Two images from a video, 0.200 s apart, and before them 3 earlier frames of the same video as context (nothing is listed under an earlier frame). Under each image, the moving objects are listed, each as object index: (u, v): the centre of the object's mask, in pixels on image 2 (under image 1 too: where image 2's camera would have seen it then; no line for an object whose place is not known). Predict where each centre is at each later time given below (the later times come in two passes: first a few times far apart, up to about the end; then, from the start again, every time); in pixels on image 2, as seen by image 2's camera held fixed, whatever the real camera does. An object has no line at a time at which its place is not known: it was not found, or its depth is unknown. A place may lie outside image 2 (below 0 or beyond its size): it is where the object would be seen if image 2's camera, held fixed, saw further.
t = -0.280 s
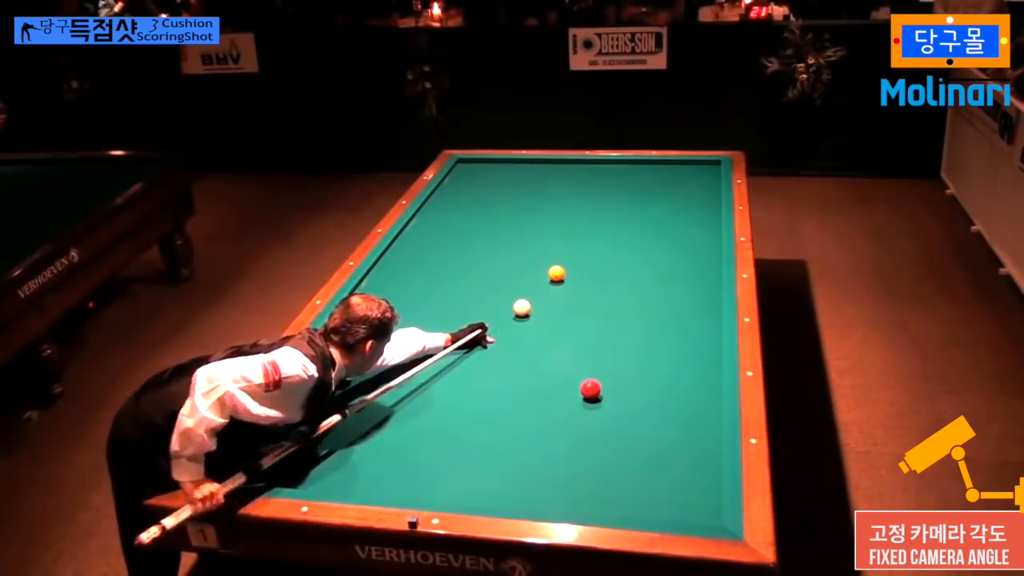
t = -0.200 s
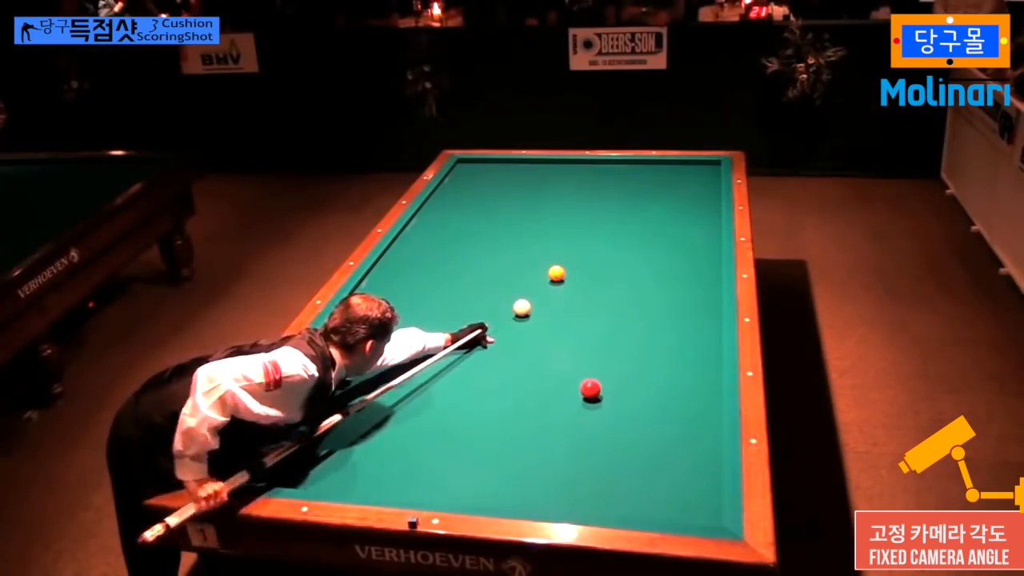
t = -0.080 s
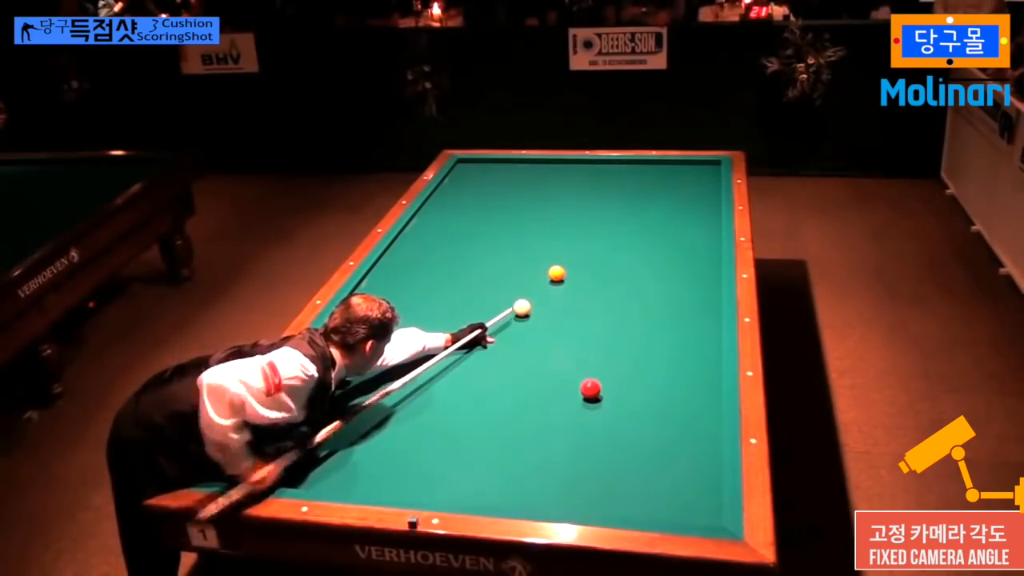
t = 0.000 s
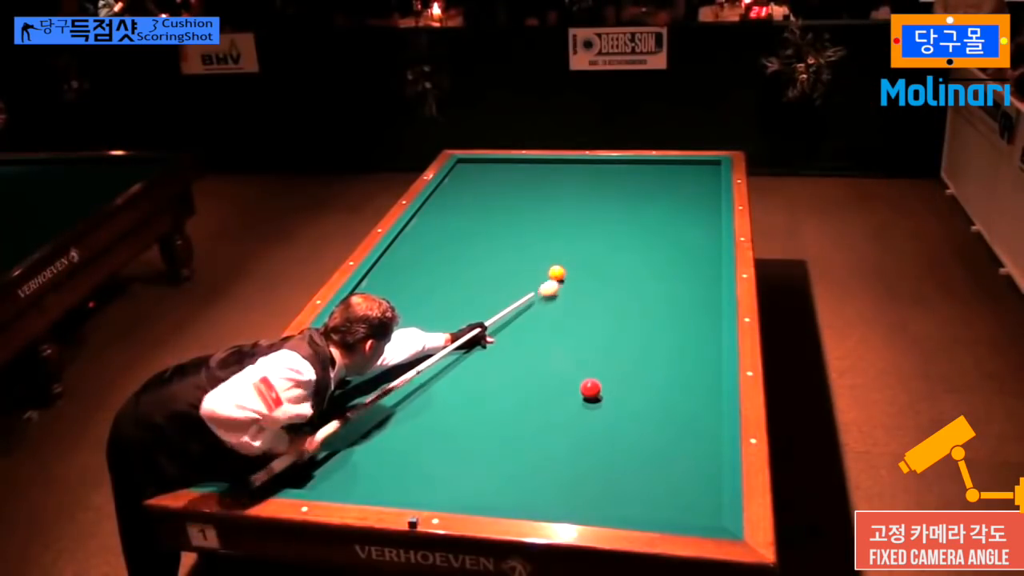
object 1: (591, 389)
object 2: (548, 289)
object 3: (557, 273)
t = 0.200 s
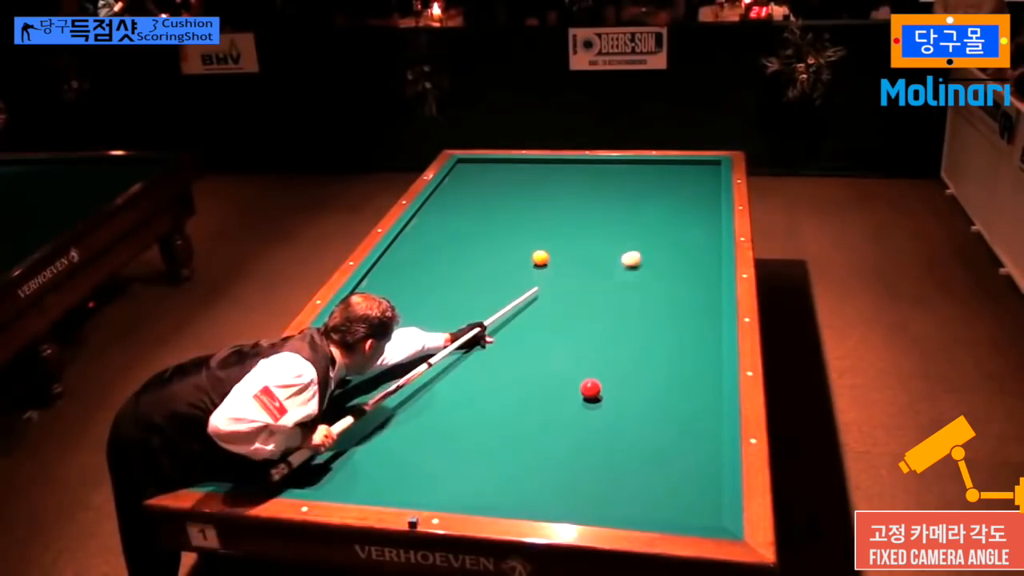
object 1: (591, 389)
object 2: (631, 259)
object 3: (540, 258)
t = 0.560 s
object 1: (591, 389)
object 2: (688, 215)
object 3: (514, 234)
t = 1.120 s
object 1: (591, 389)
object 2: (607, 162)
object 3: (481, 202)
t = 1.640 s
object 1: (591, 389)
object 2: (502, 191)
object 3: (457, 179)
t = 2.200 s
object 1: (591, 389)
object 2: (434, 223)
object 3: (478, 161)
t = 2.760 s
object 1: (591, 389)
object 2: (470, 262)
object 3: (494, 169)
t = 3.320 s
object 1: (590, 389)
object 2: (511, 310)
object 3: (509, 179)
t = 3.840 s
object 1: (591, 389)
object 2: (559, 363)
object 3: (523, 187)
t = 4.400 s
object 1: (638, 417)
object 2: (570, 403)
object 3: (537, 196)
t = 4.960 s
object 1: (705, 456)
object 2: (562, 434)
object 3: (551, 204)
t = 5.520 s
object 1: (673, 481)
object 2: (555, 466)
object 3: (564, 211)
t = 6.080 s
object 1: (634, 504)
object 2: (546, 494)
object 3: (576, 219)
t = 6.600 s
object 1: (607, 501)
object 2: (553, 497)
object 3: (586, 224)
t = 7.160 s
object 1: (588, 486)
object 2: (562, 486)
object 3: (596, 229)
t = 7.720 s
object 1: (591, 477)
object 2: (555, 478)
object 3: (604, 234)
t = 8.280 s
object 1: (593, 470)
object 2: (551, 473)
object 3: (610, 237)
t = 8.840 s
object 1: (594, 467)
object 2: (549, 471)
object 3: (614, 239)
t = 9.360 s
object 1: (593, 466)
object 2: (549, 471)
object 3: (616, 241)
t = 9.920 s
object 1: (593, 466)
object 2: (549, 471)
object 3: (616, 241)
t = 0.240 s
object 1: (591, 389)
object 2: (646, 254)
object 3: (537, 255)
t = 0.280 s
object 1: (590, 389)
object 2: (660, 250)
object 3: (534, 252)
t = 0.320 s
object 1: (591, 389)
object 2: (674, 245)
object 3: (531, 249)
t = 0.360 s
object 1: (591, 389)
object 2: (688, 240)
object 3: (528, 246)
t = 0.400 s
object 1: (591, 389)
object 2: (701, 236)
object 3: (525, 244)
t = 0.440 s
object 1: (591, 389)
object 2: (714, 231)
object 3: (523, 241)
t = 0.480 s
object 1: (591, 389)
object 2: (707, 226)
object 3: (520, 239)
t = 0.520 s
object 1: (591, 389)
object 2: (697, 220)
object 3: (517, 236)
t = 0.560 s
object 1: (591, 389)
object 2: (688, 215)
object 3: (514, 234)
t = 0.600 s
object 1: (591, 389)
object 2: (680, 210)
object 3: (512, 231)
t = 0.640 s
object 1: (591, 389)
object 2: (673, 206)
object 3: (509, 229)
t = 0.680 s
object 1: (591, 389)
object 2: (667, 201)
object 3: (507, 226)
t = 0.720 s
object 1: (590, 389)
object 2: (661, 197)
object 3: (504, 224)
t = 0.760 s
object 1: (590, 389)
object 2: (655, 193)
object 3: (502, 222)
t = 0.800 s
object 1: (590, 389)
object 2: (649, 188)
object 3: (499, 219)
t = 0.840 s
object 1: (590, 389)
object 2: (644, 185)
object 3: (497, 217)
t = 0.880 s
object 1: (591, 389)
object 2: (639, 181)
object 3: (495, 215)
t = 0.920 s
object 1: (591, 389)
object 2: (633, 177)
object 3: (492, 212)
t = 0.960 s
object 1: (590, 389)
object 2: (628, 173)
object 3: (490, 211)
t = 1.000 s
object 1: (590, 389)
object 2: (623, 169)
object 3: (488, 208)
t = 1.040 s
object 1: (591, 389)
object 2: (619, 166)
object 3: (486, 206)
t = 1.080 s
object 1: (591, 389)
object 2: (614, 162)
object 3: (484, 204)
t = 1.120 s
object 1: (591, 389)
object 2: (607, 162)
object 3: (481, 202)
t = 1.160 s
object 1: (591, 389)
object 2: (599, 165)
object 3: (479, 200)
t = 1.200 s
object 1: (590, 389)
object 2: (591, 168)
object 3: (477, 198)
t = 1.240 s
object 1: (590, 389)
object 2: (583, 170)
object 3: (475, 196)
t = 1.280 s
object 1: (591, 389)
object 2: (574, 172)
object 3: (473, 194)
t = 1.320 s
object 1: (591, 389)
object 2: (566, 175)
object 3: (471, 193)
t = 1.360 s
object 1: (591, 389)
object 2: (559, 177)
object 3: (469, 191)
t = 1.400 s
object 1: (591, 389)
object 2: (551, 178)
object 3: (467, 189)
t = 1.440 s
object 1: (590, 389)
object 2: (543, 180)
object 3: (466, 187)
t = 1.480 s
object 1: (590, 389)
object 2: (535, 182)
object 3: (464, 185)
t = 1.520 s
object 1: (591, 389)
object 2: (527, 184)
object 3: (462, 184)
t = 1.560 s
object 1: (591, 389)
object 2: (518, 187)
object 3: (460, 182)
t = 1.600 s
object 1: (591, 389)
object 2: (510, 189)
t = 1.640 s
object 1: (591, 389)
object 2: (502, 191)
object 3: (457, 179)
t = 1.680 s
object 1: (591, 389)
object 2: (493, 193)
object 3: (455, 177)
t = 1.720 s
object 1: (591, 389)
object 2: (485, 195)
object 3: (453, 175)
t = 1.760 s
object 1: (591, 389)
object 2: (477, 197)
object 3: (452, 174)
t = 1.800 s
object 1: (591, 389)
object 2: (468, 199)
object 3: (454, 172)
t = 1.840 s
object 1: (591, 389)
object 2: (459, 201)
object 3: (457, 171)
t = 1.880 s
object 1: (591, 389)
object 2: (451, 204)
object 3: (459, 170)
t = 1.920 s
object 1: (591, 389)
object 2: (442, 206)
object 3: (461, 169)
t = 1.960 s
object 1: (591, 389)
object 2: (433, 208)
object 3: (464, 167)
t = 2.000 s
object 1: (590, 389)
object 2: (424, 210)
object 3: (466, 166)
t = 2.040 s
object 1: (591, 389)
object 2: (423, 213)
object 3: (469, 165)
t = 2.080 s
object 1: (591, 389)
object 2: (427, 215)
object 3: (471, 164)
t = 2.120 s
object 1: (591, 389)
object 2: (430, 218)
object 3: (473, 163)
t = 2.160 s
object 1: (591, 389)
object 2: (432, 221)
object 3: (476, 162)
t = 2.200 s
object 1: (591, 389)
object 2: (434, 223)
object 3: (478, 161)
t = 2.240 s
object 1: (591, 389)
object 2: (437, 226)
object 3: (479, 161)
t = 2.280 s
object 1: (591, 389)
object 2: (439, 228)
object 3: (480, 161)
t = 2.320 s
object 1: (591, 389)
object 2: (442, 231)
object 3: (481, 162)
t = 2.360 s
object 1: (591, 389)
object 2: (444, 233)
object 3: (482, 163)
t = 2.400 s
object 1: (591, 389)
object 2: (446, 236)
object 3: (483, 164)
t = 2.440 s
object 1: (591, 389)
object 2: (449, 239)
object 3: (485, 164)
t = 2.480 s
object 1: (591, 389)
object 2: (451, 242)
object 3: (486, 165)
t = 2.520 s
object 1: (591, 389)
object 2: (454, 244)
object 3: (487, 166)
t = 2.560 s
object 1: (591, 389)
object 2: (456, 247)
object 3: (488, 166)
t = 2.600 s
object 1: (591, 389)
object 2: (459, 250)
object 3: (489, 167)
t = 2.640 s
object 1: (591, 389)
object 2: (461, 253)
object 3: (490, 167)
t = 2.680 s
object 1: (591, 389)
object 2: (464, 256)
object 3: (491, 168)
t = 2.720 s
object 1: (591, 389)
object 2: (467, 259)
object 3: (493, 169)
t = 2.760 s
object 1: (591, 389)
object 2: (470, 262)
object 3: (494, 169)
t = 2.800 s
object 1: (591, 389)
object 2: (472, 265)
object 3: (495, 170)
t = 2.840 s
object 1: (591, 389)
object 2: (475, 268)
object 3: (496, 171)
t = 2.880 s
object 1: (591, 389)
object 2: (478, 272)
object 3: (497, 172)
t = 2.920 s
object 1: (591, 389)
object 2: (481, 275)
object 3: (498, 172)
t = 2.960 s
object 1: (591, 389)
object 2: (484, 278)
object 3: (499, 173)
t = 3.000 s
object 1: (591, 389)
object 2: (487, 281)
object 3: (500, 174)
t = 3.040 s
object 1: (591, 389)
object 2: (489, 285)
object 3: (501, 174)
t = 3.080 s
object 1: (591, 389)
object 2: (493, 288)
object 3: (502, 175)
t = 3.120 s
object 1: (591, 389)
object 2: (496, 292)
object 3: (503, 175)
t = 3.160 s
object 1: (590, 389)
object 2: (499, 295)
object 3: (504, 176)
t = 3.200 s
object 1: (590, 389)
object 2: (502, 299)
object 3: (505, 177)
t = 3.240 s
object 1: (591, 389)
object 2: (505, 302)
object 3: (507, 177)
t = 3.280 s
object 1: (590, 389)
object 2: (508, 306)
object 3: (508, 178)
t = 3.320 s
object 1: (590, 389)
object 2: (511, 310)
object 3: (509, 179)
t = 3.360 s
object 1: (591, 389)
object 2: (515, 313)
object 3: (510, 179)
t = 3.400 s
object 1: (591, 389)
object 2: (518, 317)
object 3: (511, 180)
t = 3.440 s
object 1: (590, 389)
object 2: (522, 321)
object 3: (512, 181)
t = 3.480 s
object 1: (590, 389)
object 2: (525, 325)
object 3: (513, 181)
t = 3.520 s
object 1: (590, 389)
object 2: (529, 329)
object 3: (514, 182)
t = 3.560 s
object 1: (590, 389)
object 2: (532, 333)
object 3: (515, 183)
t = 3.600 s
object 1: (590, 389)
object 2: (536, 337)
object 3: (516, 183)
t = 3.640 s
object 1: (590, 389)
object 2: (540, 341)
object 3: (518, 184)
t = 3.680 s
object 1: (590, 389)
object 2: (543, 346)
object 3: (519, 185)
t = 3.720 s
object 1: (590, 389)
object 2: (547, 350)
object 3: (520, 185)
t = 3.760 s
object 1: (590, 389)
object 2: (551, 354)
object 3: (521, 186)
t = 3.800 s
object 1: (591, 389)
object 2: (555, 359)
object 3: (522, 186)
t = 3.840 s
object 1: (591, 389)
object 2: (559, 363)
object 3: (523, 187)
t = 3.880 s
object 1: (591, 389)
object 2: (563, 368)
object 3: (524, 188)
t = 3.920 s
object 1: (591, 389)
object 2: (567, 373)
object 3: (525, 188)
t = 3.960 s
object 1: (590, 389)
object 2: (571, 377)
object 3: (526, 189)
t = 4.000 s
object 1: (591, 389)
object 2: (574, 381)
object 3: (527, 190)
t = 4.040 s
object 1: (595, 392)
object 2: (575, 384)
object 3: (528, 190)
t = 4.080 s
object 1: (601, 395)
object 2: (574, 386)
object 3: (529, 191)
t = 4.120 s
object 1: (607, 398)
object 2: (574, 388)
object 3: (530, 191)
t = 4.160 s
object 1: (611, 401)
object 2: (573, 390)
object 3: (531, 192)
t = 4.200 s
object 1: (615, 403)
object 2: (573, 392)
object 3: (532, 193)
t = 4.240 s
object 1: (620, 406)
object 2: (572, 394)
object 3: (533, 193)
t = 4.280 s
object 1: (625, 409)
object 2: (571, 397)
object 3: (534, 194)
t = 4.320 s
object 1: (629, 411)
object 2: (571, 399)
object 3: (535, 194)
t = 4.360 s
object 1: (634, 414)
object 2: (570, 401)
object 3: (536, 195)
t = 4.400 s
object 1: (638, 417)
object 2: (570, 403)
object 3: (537, 196)
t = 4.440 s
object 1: (643, 420)
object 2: (570, 405)
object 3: (538, 196)
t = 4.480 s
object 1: (648, 422)
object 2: (569, 408)
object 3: (539, 197)
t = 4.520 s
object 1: (653, 425)
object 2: (569, 410)
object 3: (540, 198)
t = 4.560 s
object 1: (657, 428)
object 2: (568, 412)
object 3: (541, 198)
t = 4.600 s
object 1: (662, 430)
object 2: (568, 414)
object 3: (542, 199)
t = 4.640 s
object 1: (667, 433)
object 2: (567, 417)
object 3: (543, 199)
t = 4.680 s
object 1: (671, 436)
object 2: (566, 419)
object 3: (544, 200)
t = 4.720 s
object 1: (676, 439)
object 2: (566, 421)
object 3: (545, 201)
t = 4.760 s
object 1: (681, 442)
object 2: (565, 423)
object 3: (546, 201)
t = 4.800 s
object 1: (686, 444)
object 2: (565, 425)
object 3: (547, 202)
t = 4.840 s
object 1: (691, 447)
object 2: (564, 428)
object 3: (548, 202)
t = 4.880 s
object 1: (696, 450)
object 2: (564, 430)
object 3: (549, 203)
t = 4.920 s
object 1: (701, 453)
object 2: (563, 432)
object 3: (550, 203)
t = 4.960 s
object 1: (705, 456)
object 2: (562, 434)
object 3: (551, 204)
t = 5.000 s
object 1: (710, 459)
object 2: (562, 437)
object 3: (552, 205)
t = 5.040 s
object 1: (708, 461)
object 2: (561, 439)
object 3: (553, 205)
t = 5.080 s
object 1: (705, 463)
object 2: (561, 441)
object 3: (554, 205)
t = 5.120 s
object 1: (702, 464)
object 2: (560, 443)
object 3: (555, 206)
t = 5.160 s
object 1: (699, 466)
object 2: (560, 445)
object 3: (555, 207)
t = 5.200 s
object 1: (696, 468)
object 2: (559, 448)
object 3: (556, 207)
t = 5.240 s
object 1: (694, 470)
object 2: (558, 450)
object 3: (557, 208)
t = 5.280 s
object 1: (691, 472)
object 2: (558, 452)
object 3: (558, 208)
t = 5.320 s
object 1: (688, 473)
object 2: (557, 455)
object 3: (559, 209)
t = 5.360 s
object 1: (685, 475)
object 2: (557, 457)
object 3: (560, 209)
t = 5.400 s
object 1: (682, 476)
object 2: (556, 459)
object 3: (561, 210)
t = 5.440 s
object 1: (679, 478)
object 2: (556, 461)
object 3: (562, 210)
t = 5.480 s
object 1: (676, 480)
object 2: (555, 463)
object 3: (563, 211)
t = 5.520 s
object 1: (673, 481)
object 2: (555, 466)
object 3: (564, 211)
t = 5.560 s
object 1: (671, 483)
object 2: (554, 468)
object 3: (564, 212)
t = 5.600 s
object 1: (668, 485)
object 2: (553, 470)
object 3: (565, 213)
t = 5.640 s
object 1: (665, 487)
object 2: (553, 472)
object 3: (566, 213)
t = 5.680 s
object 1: (662, 488)
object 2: (552, 475)
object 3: (567, 213)
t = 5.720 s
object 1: (659, 490)
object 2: (552, 477)
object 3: (568, 214)
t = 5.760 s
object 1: (656, 491)
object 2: (551, 478)
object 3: (569, 215)
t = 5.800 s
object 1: (654, 493)
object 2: (550, 480)
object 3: (570, 215)
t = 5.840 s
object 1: (651, 495)
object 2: (550, 482)
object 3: (571, 216)
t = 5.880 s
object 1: (648, 496)
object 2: (549, 484)
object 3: (572, 216)
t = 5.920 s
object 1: (645, 498)
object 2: (549, 485)
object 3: (573, 217)
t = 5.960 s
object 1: (643, 500)
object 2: (548, 488)
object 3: (573, 217)
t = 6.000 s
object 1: (640, 501)
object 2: (547, 490)
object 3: (574, 218)
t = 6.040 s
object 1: (637, 503)
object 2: (547, 492)
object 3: (575, 218)
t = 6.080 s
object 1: (634, 504)
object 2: (546, 494)
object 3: (576, 219)
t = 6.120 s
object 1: (631, 505)
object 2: (546, 496)
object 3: (577, 219)
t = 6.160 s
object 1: (629, 506)
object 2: (545, 498)
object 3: (577, 220)
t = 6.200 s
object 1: (627, 507)
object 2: (545, 499)
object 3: (578, 220)
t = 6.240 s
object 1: (624, 509)
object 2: (544, 501)
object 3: (579, 220)
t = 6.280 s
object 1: (622, 508)
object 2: (544, 502)
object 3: (580, 221)
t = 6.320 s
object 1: (620, 507)
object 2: (545, 502)
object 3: (581, 221)
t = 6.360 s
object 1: (618, 506)
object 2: (546, 501)
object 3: (581, 222)
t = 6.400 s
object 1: (616, 505)
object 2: (547, 500)
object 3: (582, 222)
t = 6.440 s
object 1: (614, 505)
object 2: (548, 500)
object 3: (583, 222)
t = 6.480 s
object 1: (612, 504)
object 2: (550, 499)
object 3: (584, 223)
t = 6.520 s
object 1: (610, 503)
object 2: (551, 499)
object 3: (584, 223)
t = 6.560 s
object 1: (608, 502)
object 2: (552, 498)
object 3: (585, 224)
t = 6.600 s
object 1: (607, 501)
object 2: (553, 497)
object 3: (586, 224)
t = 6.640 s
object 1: (605, 500)
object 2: (554, 497)
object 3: (587, 224)
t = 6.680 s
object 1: (603, 497)
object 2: (555, 495)
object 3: (588, 225)
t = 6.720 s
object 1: (601, 497)
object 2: (556, 495)
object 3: (588, 225)
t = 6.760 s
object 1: (599, 496)
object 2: (557, 494)
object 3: (589, 226)
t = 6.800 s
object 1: (598, 494)
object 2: (558, 493)
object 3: (590, 226)
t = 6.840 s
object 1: (596, 494)
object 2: (559, 492)
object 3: (590, 226)
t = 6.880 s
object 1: (594, 493)
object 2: (560, 491)
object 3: (591, 227)
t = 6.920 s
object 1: (593, 491)
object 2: (561, 490)
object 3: (592, 227)
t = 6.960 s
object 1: (591, 491)
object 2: (562, 490)
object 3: (592, 228)
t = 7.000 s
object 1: (590, 490)
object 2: (562, 489)
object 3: (593, 228)
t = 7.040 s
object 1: (589, 489)
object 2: (563, 488)
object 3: (594, 228)
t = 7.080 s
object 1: (587, 488)
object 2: (563, 487)
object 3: (594, 229)
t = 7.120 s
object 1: (588, 487)
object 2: (563, 487)
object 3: (595, 229)
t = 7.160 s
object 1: (588, 486)
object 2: (562, 486)
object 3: (596, 229)
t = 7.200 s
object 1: (588, 486)
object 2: (561, 485)
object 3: (596, 230)
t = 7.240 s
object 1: (588, 485)
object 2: (561, 485)
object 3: (597, 230)
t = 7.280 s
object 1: (589, 483)
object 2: (560, 484)
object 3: (597, 230)
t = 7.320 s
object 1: (589, 483)
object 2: (560, 483)
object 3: (598, 231)
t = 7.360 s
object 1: (589, 483)
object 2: (559, 483)
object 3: (599, 231)
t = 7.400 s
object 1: (589, 482)
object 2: (559, 482)
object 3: (599, 231)
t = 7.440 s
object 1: (590, 481)
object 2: (558, 482)
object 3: (600, 232)
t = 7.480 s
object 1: (590, 480)
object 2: (558, 481)
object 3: (600, 232)
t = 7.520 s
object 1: (590, 479)
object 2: (557, 481)
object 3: (601, 232)
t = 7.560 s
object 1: (590, 479)
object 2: (557, 480)
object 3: (601, 233)
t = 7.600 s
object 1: (591, 478)
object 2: (557, 480)
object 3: (602, 233)
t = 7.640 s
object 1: (591, 478)
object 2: (556, 479)
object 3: (602, 233)
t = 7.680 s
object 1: (591, 477)
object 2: (556, 479)
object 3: (603, 233)
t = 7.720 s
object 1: (591, 477)
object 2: (555, 478)
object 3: (604, 234)
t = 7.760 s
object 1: (592, 476)
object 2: (555, 478)
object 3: (604, 234)
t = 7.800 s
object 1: (592, 475)
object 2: (554, 477)
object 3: (605, 234)
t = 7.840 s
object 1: (592, 475)
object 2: (554, 477)
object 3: (605, 234)
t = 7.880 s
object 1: (592, 474)
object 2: (554, 476)
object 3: (605, 235)
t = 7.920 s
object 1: (592, 474)
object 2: (553, 476)
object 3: (606, 235)
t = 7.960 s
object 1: (592, 473)
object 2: (553, 476)
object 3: (606, 235)
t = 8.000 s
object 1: (592, 473)
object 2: (552, 475)
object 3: (607, 235)
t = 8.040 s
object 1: (593, 473)
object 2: (552, 475)
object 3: (607, 235)
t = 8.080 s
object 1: (593, 472)
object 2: (552, 475)
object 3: (608, 236)
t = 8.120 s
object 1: (593, 471)
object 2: (552, 474)
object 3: (608, 236)
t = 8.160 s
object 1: (593, 471)
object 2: (551, 474)
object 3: (608, 236)
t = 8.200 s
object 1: (593, 471)
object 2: (551, 474)
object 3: (609, 237)
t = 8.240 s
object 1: (593, 471)
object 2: (551, 473)
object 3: (609, 237)
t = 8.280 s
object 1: (593, 470)
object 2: (551, 473)
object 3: (610, 237)
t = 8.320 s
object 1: (594, 470)
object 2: (550, 473)
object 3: (610, 237)
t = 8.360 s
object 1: (594, 470)
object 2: (550, 473)
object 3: (610, 238)
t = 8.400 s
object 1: (594, 469)
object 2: (550, 472)
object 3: (611, 238)
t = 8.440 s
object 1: (594, 469)
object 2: (550, 472)
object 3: (611, 238)
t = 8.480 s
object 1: (594, 469)
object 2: (550, 472)
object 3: (611, 238)
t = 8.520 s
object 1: (594, 468)
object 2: (550, 472)
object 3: (612, 238)
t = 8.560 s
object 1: (594, 469)
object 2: (549, 472)
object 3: (612, 238)
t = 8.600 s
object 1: (594, 469)
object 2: (549, 472)
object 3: (612, 239)
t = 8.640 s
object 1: (594, 468)
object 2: (549, 471)
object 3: (613, 239)
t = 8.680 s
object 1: (594, 467)
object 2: (549, 471)
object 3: (613, 239)
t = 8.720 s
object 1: (594, 467)
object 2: (549, 471)
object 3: (613, 239)
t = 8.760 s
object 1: (594, 467)
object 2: (549, 471)
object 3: (613, 239)
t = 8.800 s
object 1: (594, 467)
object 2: (549, 471)
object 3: (614, 239)
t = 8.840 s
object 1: (594, 467)
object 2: (549, 471)
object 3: (614, 239)
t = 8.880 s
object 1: (594, 466)
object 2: (549, 471)
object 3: (614, 239)
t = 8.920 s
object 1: (594, 466)
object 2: (549, 471)
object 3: (614, 240)
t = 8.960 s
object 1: (594, 466)
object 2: (549, 471)
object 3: (615, 240)
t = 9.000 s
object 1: (594, 466)
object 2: (549, 471)
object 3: (615, 240)
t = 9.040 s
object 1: (594, 466)
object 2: (549, 471)
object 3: (615, 240)
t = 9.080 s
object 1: (594, 466)
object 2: (549, 471)
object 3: (615, 240)
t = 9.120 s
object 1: (594, 466)
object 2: (549, 471)
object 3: (615, 240)
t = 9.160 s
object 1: (594, 466)
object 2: (549, 471)
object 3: (615, 240)
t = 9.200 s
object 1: (594, 466)
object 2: (549, 471)
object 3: (616, 240)
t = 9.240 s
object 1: (594, 466)
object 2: (549, 471)
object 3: (616, 240)
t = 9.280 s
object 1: (594, 466)
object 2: (549, 471)
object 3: (616, 241)
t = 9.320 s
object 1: (594, 466)
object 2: (549, 471)
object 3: (616, 240)
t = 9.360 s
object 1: (593, 466)
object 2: (549, 471)
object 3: (616, 241)
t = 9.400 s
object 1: (593, 466)
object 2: (549, 471)
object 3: (616, 241)
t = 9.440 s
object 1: (594, 466)
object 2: (549, 471)
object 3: (616, 241)
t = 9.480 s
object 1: (593, 466)
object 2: (549, 471)
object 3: (616, 241)
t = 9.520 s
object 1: (594, 466)
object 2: (549, 471)
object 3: (616, 241)
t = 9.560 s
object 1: (593, 466)
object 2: (549, 471)
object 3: (616, 241)
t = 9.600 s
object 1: (593, 466)
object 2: (549, 471)
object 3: (616, 241)
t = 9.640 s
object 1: (593, 466)
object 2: (549, 471)
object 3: (616, 241)
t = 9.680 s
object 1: (593, 466)
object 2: (549, 471)
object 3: (616, 241)
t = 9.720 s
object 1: (593, 466)
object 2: (549, 471)
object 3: (616, 241)
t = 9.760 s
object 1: (593, 466)
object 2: (549, 471)
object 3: (616, 241)
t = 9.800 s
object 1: (593, 466)
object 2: (549, 471)
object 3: (616, 241)
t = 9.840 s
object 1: (593, 466)
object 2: (549, 471)
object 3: (616, 241)
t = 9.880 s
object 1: (594, 466)
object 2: (549, 471)
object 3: (616, 241)
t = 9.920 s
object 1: (593, 466)
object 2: (549, 471)
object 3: (616, 241)
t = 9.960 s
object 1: (593, 466)
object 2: (549, 471)
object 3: (616, 241)
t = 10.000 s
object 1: (593, 466)
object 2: (549, 471)
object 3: (616, 241)
